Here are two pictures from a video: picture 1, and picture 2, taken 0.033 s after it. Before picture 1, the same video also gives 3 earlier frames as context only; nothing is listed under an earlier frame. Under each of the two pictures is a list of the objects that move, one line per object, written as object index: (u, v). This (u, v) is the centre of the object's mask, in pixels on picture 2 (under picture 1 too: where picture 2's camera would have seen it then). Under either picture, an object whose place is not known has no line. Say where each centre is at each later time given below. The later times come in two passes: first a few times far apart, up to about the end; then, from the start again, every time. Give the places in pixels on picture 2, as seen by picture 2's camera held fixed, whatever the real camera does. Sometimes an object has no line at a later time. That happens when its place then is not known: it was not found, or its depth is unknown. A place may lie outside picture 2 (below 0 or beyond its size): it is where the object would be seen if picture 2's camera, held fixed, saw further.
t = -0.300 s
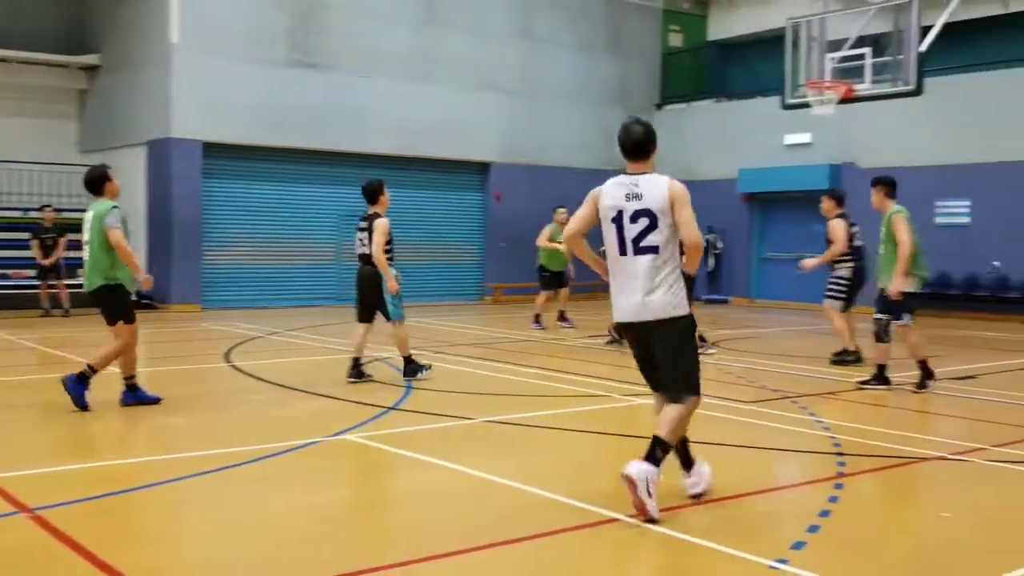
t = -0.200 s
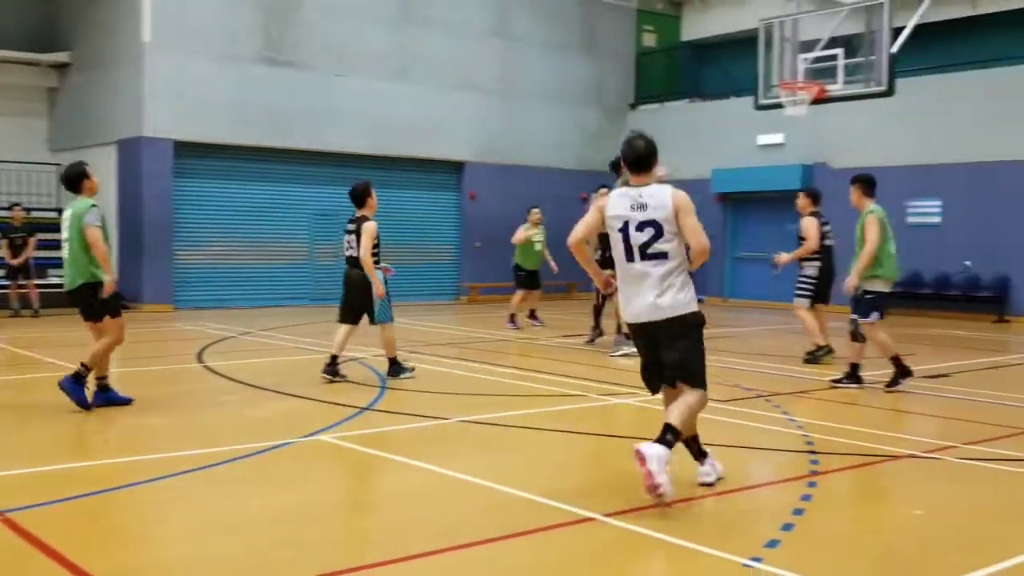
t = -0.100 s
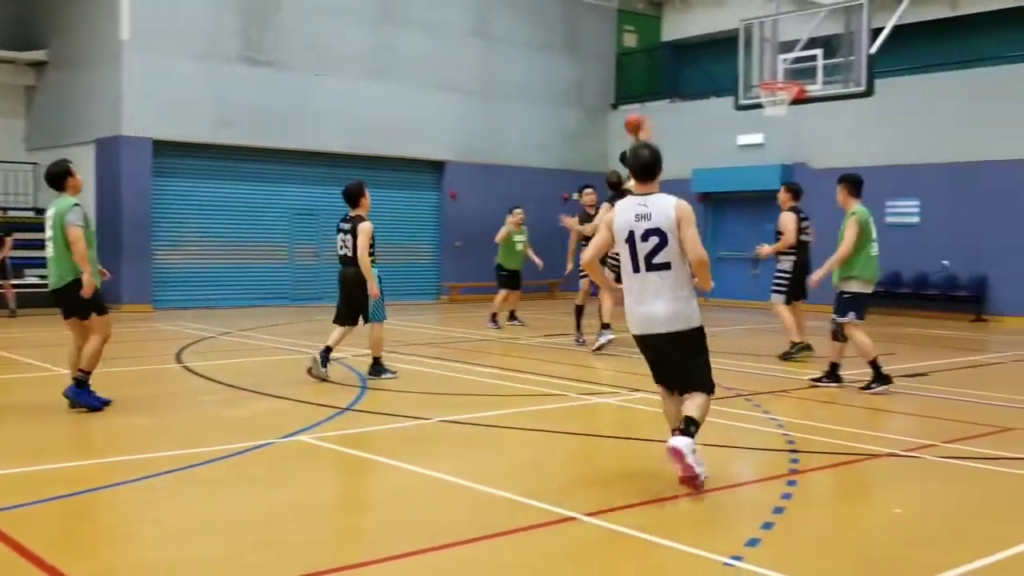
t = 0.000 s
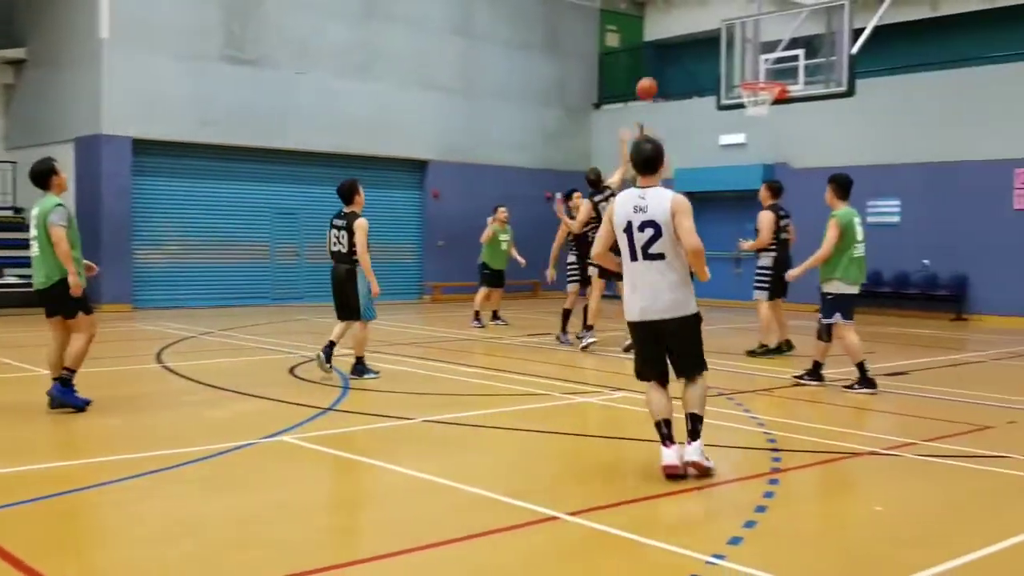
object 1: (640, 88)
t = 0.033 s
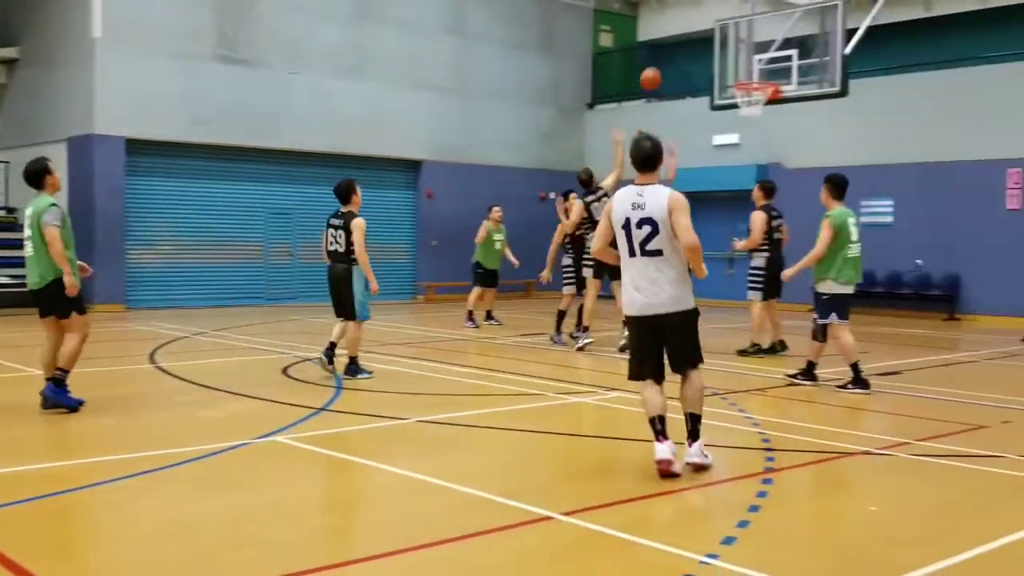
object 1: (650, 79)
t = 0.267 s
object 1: (720, 39)
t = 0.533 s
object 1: (786, 47)
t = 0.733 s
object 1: (774, 81)
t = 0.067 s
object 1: (660, 71)
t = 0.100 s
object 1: (671, 63)
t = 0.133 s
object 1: (681, 56)
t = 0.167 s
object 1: (691, 51)
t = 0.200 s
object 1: (701, 45)
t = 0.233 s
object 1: (712, 42)
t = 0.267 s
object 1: (720, 39)
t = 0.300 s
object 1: (730, 38)
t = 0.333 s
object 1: (741, 37)
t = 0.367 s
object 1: (751, 37)
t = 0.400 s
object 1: (759, 39)
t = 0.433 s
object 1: (769, 40)
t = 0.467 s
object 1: (778, 42)
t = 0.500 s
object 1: (787, 45)
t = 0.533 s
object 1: (786, 47)
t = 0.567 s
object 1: (784, 51)
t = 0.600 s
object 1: (782, 55)
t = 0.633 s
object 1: (779, 60)
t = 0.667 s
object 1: (777, 65)
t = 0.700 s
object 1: (774, 74)
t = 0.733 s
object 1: (774, 81)
